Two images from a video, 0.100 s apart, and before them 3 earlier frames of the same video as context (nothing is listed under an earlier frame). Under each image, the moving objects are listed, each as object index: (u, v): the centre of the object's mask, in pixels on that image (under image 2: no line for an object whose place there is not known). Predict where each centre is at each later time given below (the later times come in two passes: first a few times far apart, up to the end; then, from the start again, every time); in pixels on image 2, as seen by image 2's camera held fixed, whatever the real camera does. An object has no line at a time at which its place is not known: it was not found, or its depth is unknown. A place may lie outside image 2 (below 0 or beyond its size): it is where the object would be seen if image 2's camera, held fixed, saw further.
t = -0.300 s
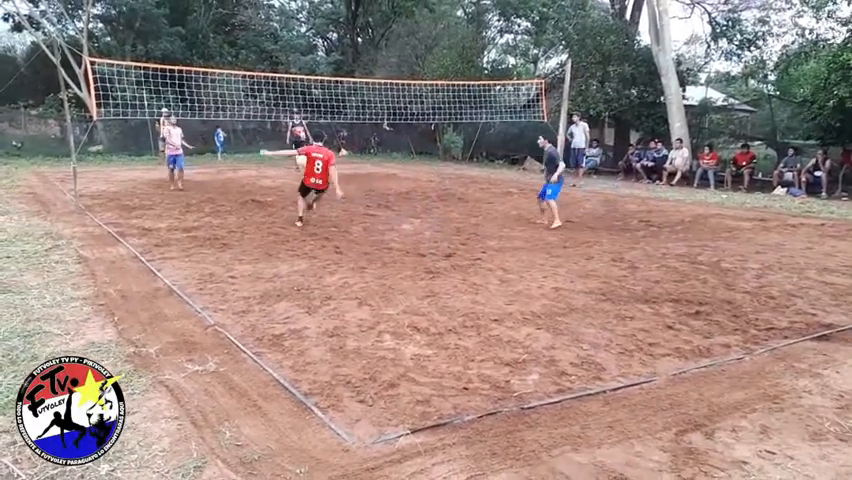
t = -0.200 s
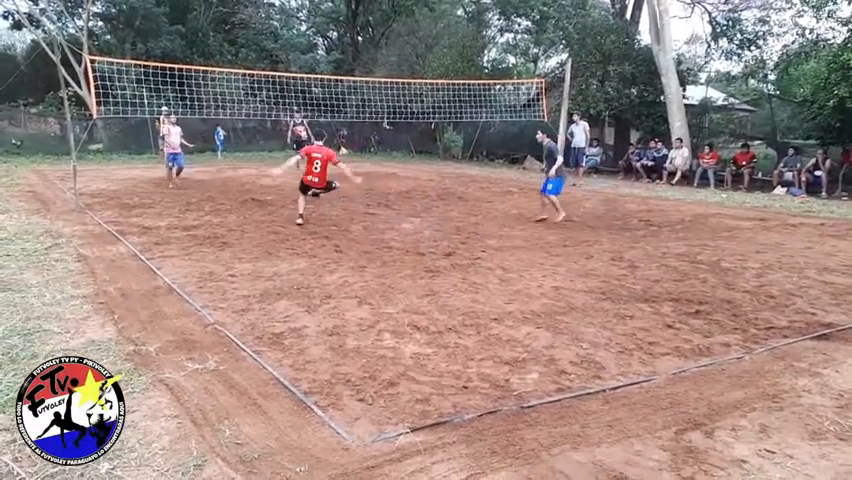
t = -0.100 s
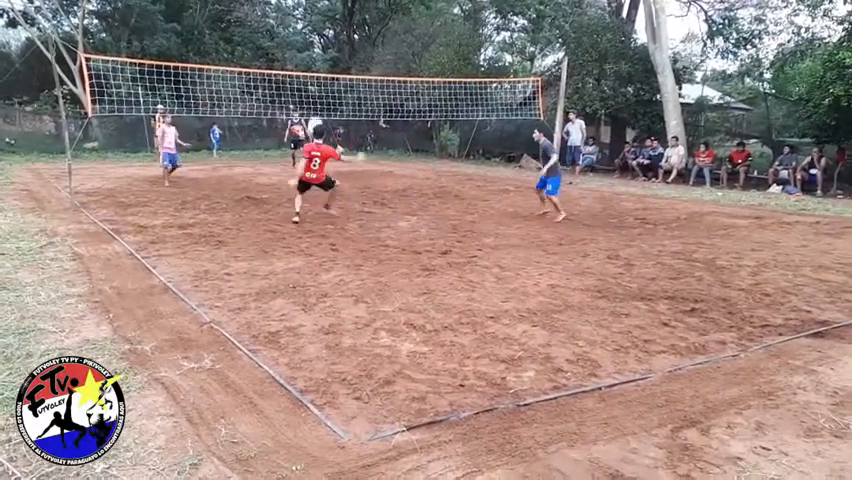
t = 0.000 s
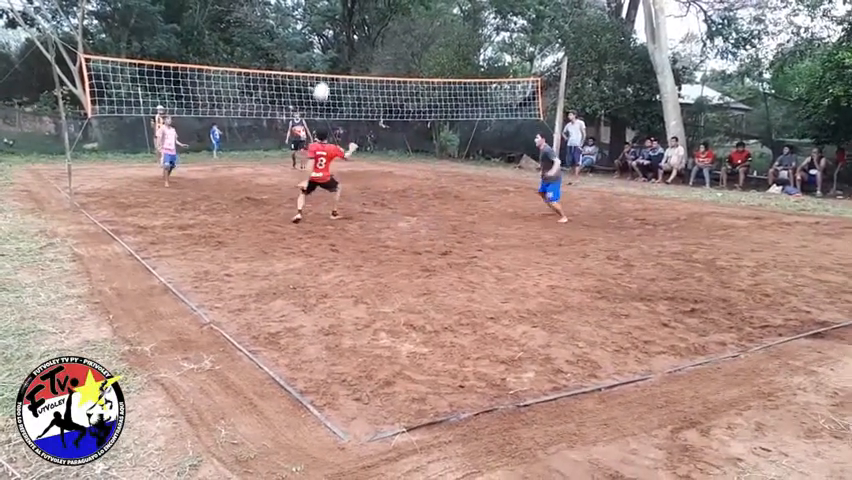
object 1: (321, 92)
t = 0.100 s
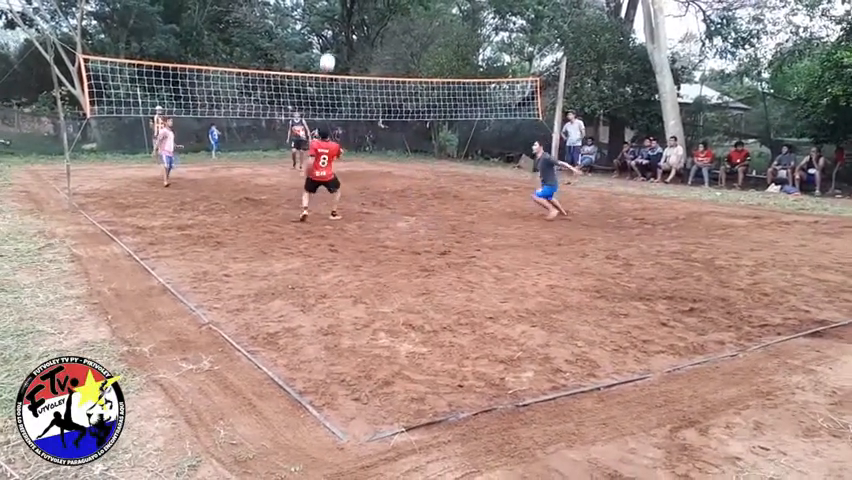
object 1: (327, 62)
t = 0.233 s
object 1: (336, 33)
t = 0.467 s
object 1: (354, 8)
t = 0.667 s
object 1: (370, 16)
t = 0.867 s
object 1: (390, 61)
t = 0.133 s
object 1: (329, 54)
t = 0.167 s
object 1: (332, 46)
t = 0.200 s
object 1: (334, 39)
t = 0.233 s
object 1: (336, 33)
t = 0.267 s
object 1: (339, 26)
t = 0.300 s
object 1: (341, 22)
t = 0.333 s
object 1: (344, 18)
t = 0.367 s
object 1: (347, 14)
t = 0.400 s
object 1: (349, 12)
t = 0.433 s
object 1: (351, 9)
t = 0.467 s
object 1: (354, 8)
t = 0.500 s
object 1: (357, 7)
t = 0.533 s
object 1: (360, 8)
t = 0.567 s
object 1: (362, 9)
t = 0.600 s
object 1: (365, 10)
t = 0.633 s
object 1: (368, 13)
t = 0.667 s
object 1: (370, 16)
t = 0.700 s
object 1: (376, 25)
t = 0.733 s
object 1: (379, 31)
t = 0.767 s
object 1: (381, 37)
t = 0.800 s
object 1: (384, 44)
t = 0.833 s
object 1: (387, 53)
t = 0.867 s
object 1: (390, 61)
